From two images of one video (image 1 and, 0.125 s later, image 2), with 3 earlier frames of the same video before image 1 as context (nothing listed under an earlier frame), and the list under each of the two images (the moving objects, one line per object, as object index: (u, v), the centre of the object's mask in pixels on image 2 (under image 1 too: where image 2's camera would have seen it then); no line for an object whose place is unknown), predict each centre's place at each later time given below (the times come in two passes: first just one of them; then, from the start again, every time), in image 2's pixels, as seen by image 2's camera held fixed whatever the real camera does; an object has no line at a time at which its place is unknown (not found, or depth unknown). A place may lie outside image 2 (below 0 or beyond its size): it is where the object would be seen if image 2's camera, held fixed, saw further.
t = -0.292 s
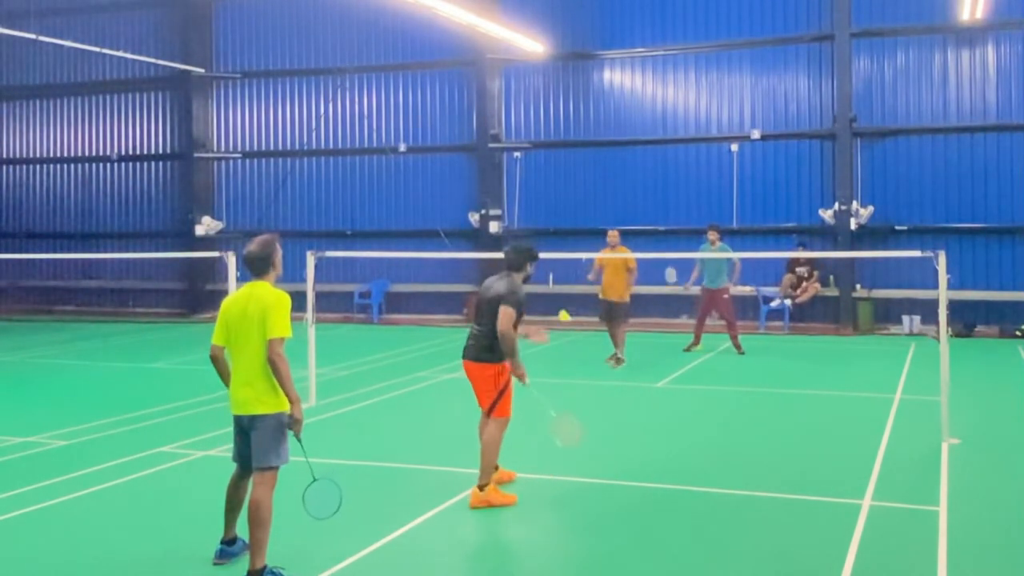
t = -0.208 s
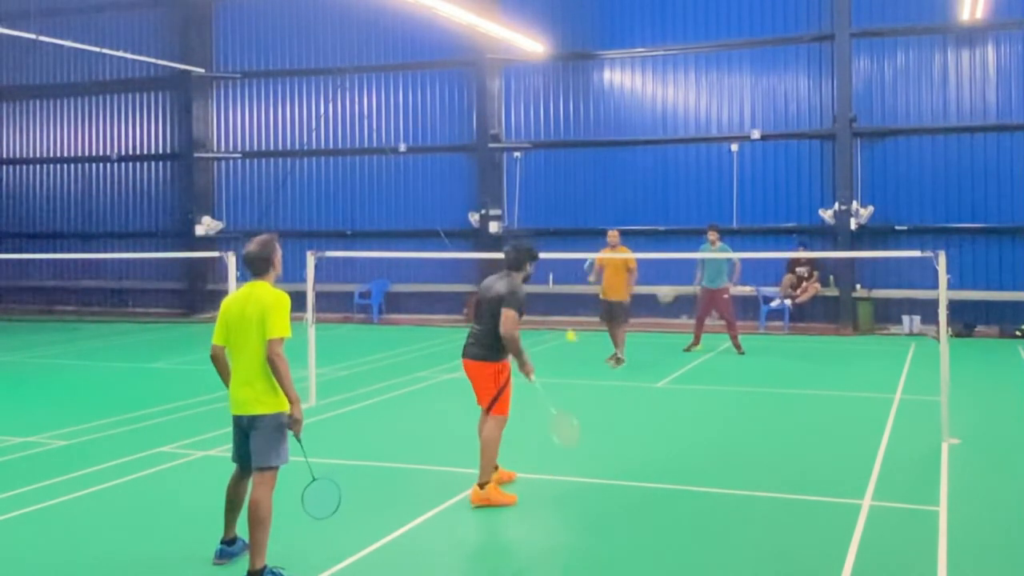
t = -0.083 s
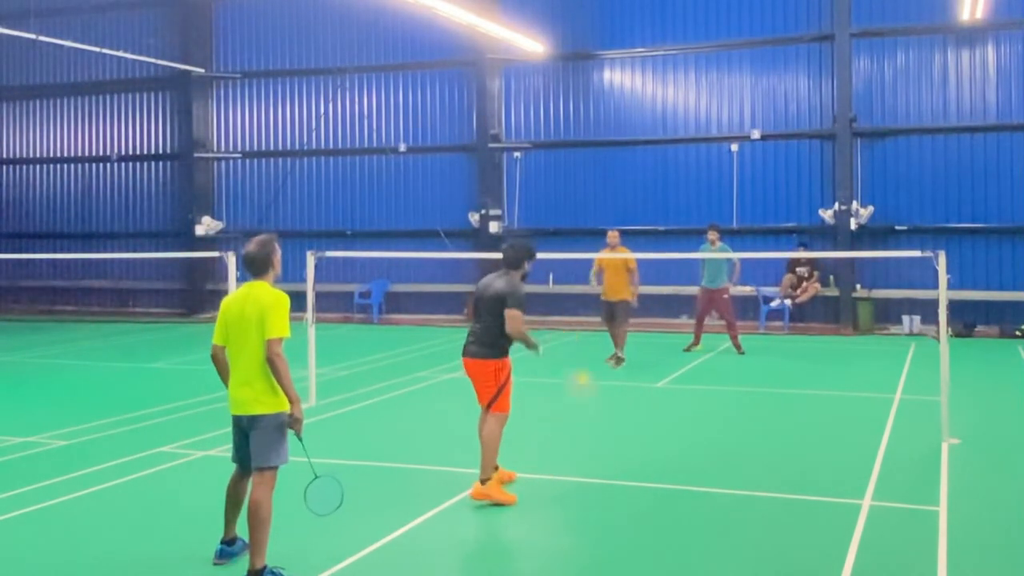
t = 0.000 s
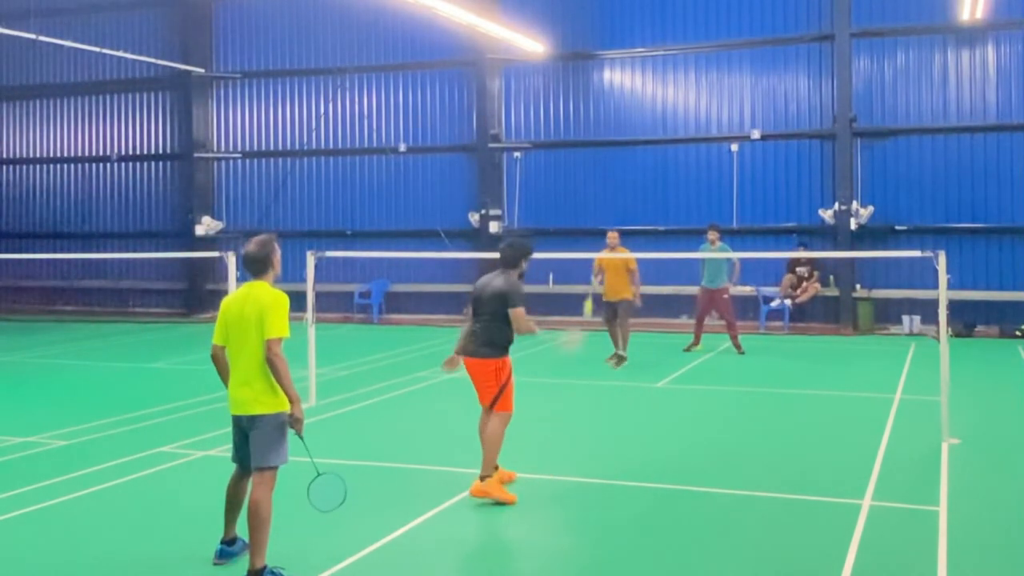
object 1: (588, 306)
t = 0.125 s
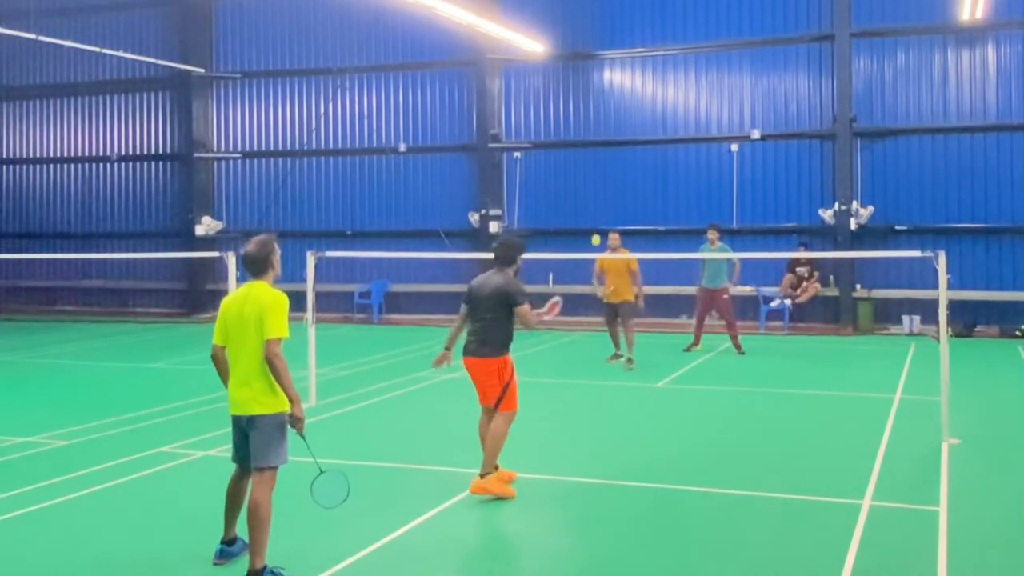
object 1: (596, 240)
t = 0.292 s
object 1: (598, 207)
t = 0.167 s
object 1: (595, 229)
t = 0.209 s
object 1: (596, 220)
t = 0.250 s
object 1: (597, 212)
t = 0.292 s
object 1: (598, 207)
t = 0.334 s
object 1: (600, 203)
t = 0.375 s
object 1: (601, 202)
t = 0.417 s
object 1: (601, 203)
